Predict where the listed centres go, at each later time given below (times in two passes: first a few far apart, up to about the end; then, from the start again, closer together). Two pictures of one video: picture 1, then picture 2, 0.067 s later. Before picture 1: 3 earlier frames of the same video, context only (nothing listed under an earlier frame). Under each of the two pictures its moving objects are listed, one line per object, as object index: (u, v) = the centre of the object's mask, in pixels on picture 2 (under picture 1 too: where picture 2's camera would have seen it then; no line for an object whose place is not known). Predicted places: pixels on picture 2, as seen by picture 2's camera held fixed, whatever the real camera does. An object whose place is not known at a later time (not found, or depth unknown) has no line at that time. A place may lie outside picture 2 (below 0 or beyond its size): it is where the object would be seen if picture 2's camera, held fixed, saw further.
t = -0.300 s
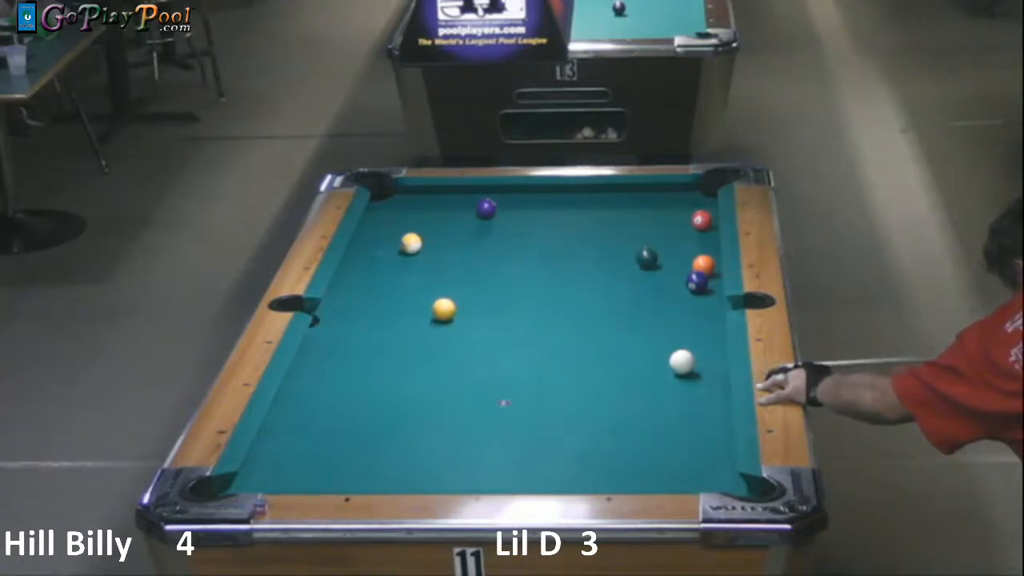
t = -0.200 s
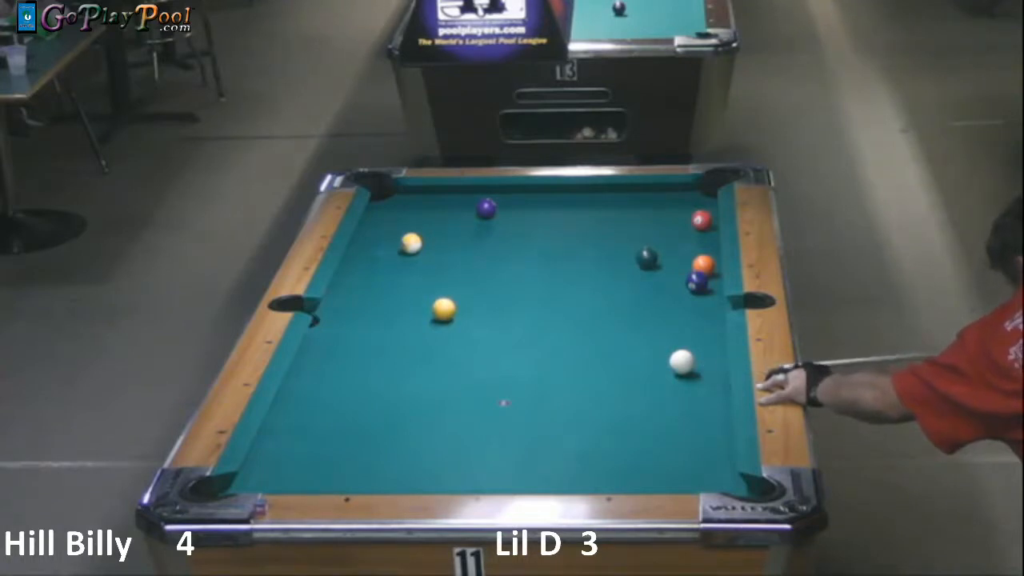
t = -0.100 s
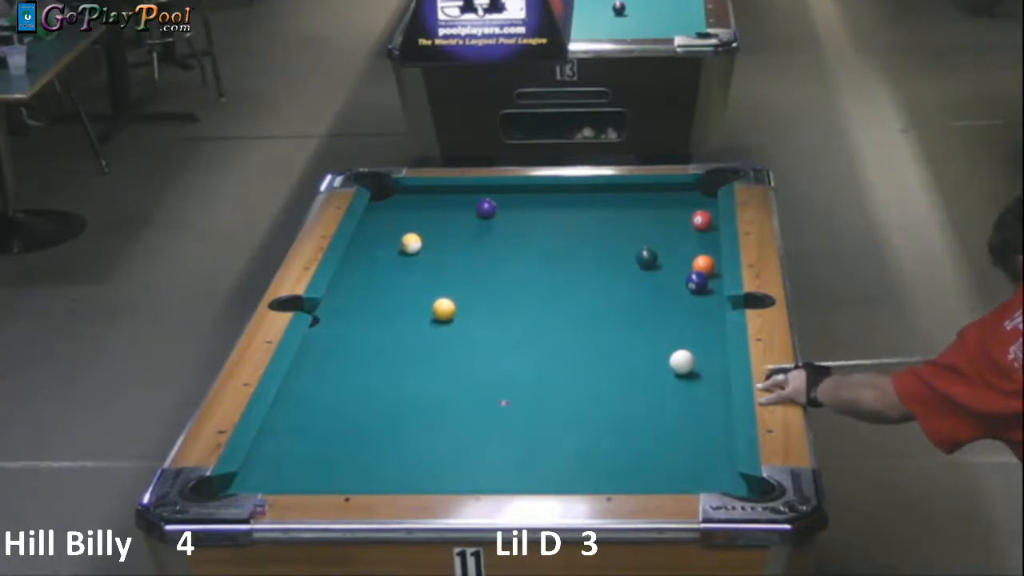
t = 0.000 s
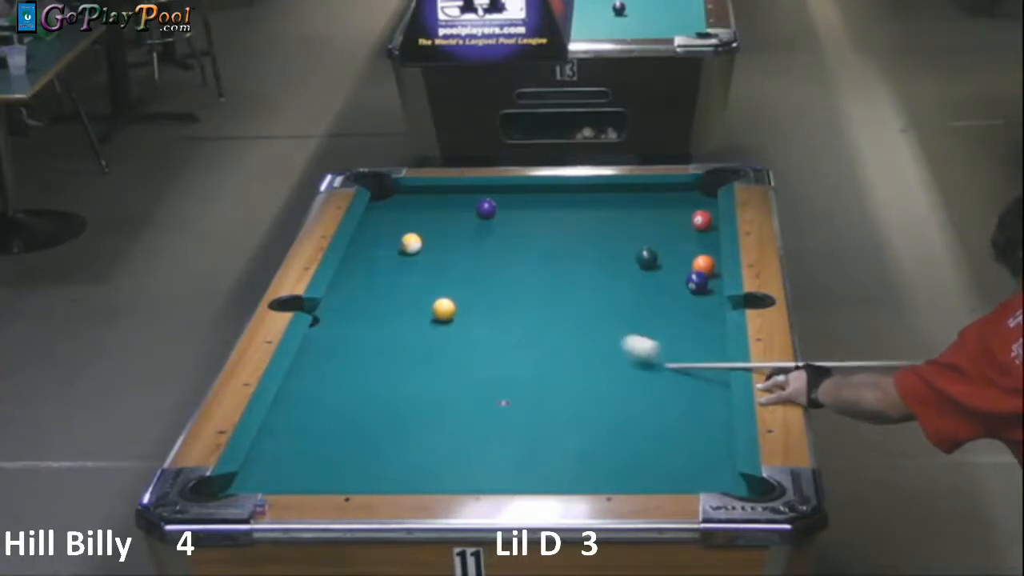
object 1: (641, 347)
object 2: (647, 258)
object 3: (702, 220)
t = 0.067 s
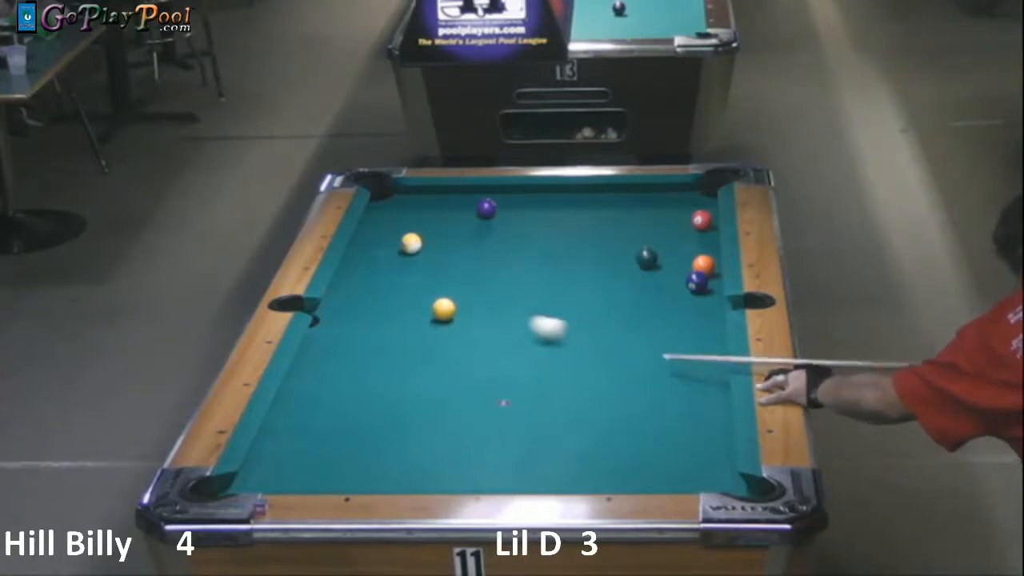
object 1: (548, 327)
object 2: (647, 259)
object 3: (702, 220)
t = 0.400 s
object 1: (494, 250)
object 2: (647, 259)
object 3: (702, 220)
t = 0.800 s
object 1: (565, 199)
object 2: (647, 259)
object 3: (702, 220)
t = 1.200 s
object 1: (645, 206)
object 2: (647, 259)
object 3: (702, 220)
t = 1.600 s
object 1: (672, 230)
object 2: (647, 259)
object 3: (694, 221)
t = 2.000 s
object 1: (652, 248)
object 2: (646, 262)
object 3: (677, 221)
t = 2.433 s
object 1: (638, 255)
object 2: (638, 277)
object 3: (661, 221)
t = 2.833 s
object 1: (630, 259)
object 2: (632, 291)
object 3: (650, 221)
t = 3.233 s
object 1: (623, 260)
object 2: (627, 302)
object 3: (643, 222)
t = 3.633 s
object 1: (619, 261)
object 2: (622, 316)
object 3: (639, 222)
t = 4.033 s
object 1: (618, 261)
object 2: (620, 328)
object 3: (638, 222)
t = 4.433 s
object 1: (618, 261)
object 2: (617, 337)
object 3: (637, 221)
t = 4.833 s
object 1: (618, 261)
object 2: (616, 345)
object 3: (637, 221)
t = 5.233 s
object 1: (618, 261)
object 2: (615, 352)
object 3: (637, 221)
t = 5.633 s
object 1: (618, 261)
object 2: (613, 356)
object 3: (638, 222)
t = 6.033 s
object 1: (618, 261)
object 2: (613, 358)
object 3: (638, 222)
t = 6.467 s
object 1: (618, 261)
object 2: (613, 359)
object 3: (637, 221)
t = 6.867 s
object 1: (618, 261)
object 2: (613, 359)
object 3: (637, 221)
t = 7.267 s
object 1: (618, 261)
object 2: (613, 359)
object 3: (637, 221)
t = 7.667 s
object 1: (618, 261)
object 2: (613, 359)
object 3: (637, 221)
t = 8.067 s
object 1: (618, 261)
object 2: (613, 359)
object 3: (637, 221)
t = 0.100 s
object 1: (506, 315)
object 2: (647, 259)
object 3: (702, 220)
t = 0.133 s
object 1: (469, 307)
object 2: (647, 259)
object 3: (702, 220)
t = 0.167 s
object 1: (469, 298)
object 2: (647, 259)
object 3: (702, 220)
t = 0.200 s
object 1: (471, 290)
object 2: (647, 259)
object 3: (702, 220)
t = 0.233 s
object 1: (473, 282)
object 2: (647, 259)
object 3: (702, 220)
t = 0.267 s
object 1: (476, 275)
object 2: (647, 259)
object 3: (702, 220)
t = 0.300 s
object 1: (480, 268)
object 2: (647, 259)
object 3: (702, 220)
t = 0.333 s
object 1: (484, 261)
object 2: (647, 259)
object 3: (702, 220)
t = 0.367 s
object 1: (489, 255)
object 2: (647, 259)
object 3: (702, 220)
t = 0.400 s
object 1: (494, 250)
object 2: (647, 259)
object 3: (702, 220)
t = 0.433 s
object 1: (499, 245)
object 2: (647, 259)
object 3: (702, 220)
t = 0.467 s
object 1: (505, 240)
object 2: (647, 259)
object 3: (702, 220)
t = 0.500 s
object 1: (512, 236)
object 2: (647, 259)
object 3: (702, 220)
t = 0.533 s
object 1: (518, 232)
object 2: (647, 258)
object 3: (702, 220)
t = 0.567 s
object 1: (524, 228)
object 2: (647, 258)
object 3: (702, 220)
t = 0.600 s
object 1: (530, 223)
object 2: (647, 258)
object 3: (702, 220)
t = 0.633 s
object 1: (536, 219)
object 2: (647, 259)
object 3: (702, 220)
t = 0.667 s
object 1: (542, 215)
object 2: (647, 259)
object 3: (702, 220)
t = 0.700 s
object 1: (548, 211)
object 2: (647, 259)
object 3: (702, 220)
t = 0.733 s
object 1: (553, 207)
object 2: (647, 259)
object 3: (702, 220)
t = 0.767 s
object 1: (559, 203)
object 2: (647, 259)
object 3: (702, 220)
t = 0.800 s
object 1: (565, 199)
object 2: (647, 259)
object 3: (702, 220)
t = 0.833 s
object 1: (570, 196)
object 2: (647, 259)
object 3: (702, 220)
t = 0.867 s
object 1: (576, 192)
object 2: (647, 259)
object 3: (702, 220)
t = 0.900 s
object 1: (581, 188)
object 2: (647, 259)
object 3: (702, 220)
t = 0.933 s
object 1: (587, 189)
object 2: (647, 259)
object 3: (702, 220)
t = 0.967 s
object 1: (594, 191)
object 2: (647, 259)
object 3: (702, 220)
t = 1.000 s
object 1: (602, 193)
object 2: (647, 259)
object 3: (702, 220)
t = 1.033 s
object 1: (609, 195)
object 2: (647, 259)
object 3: (702, 220)
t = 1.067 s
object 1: (616, 197)
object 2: (647, 259)
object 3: (702, 220)
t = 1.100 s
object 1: (623, 200)
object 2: (647, 259)
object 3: (702, 220)
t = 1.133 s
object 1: (630, 202)
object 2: (647, 259)
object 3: (702, 220)
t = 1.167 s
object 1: (637, 204)
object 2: (647, 259)
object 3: (702, 220)
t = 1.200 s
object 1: (645, 206)
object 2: (647, 259)
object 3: (702, 220)
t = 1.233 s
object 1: (652, 208)
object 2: (647, 260)
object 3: (702, 220)
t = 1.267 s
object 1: (659, 211)
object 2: (647, 259)
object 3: (702, 220)
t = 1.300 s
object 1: (666, 213)
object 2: (647, 259)
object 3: (702, 220)
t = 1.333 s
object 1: (673, 215)
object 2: (647, 259)
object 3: (702, 220)
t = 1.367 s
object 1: (680, 217)
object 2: (647, 259)
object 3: (702, 220)
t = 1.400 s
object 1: (680, 219)
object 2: (647, 259)
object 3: (708, 220)
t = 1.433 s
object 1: (680, 221)
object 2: (647, 259)
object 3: (706, 221)
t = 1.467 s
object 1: (680, 221)
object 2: (647, 259)
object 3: (704, 221)
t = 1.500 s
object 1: (678, 224)
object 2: (647, 259)
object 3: (700, 221)
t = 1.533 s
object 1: (676, 226)
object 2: (647, 259)
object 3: (698, 221)
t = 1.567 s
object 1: (674, 228)
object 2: (647, 259)
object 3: (696, 221)
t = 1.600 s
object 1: (672, 230)
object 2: (647, 259)
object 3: (694, 221)
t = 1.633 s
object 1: (670, 232)
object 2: (647, 259)
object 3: (693, 221)
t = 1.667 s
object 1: (668, 234)
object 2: (647, 259)
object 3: (692, 221)
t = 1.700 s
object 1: (666, 235)
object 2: (647, 259)
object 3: (691, 221)
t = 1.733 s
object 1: (664, 237)
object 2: (647, 259)
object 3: (689, 221)
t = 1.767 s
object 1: (663, 239)
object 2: (647, 259)
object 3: (687, 221)
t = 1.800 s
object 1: (661, 241)
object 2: (647, 259)
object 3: (685, 221)
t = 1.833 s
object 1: (659, 243)
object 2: (647, 259)
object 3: (684, 221)
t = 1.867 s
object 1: (658, 244)
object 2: (647, 259)
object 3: (683, 221)
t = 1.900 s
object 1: (656, 245)
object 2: (647, 259)
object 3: (681, 221)
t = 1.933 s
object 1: (655, 246)
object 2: (647, 259)
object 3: (680, 221)
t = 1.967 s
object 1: (653, 247)
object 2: (647, 260)
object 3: (678, 221)
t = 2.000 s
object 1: (652, 248)
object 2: (646, 262)
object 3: (677, 221)
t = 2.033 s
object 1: (651, 248)
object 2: (645, 263)
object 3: (676, 221)
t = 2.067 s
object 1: (650, 249)
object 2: (645, 264)
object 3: (674, 221)
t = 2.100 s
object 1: (649, 249)
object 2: (644, 266)
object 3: (673, 221)
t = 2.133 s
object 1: (647, 250)
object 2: (644, 266)
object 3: (671, 221)
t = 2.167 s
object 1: (646, 251)
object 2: (642, 267)
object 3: (670, 221)
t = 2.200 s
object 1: (645, 251)
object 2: (642, 269)
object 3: (669, 221)
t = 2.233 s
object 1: (644, 252)
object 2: (642, 270)
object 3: (668, 221)
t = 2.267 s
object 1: (643, 252)
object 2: (641, 271)
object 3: (666, 221)
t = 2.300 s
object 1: (642, 253)
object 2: (641, 273)
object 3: (665, 221)
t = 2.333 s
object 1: (641, 253)
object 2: (640, 273)
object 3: (664, 221)
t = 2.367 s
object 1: (640, 254)
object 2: (640, 274)
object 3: (663, 221)
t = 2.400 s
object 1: (639, 254)
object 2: (639, 275)
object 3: (663, 221)
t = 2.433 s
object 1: (638, 255)
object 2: (638, 277)
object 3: (661, 221)
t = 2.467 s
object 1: (638, 255)
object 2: (638, 277)
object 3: (660, 221)
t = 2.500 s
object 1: (637, 255)
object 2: (637, 278)
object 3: (659, 221)
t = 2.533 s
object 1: (636, 256)
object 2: (637, 279)
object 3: (657, 221)
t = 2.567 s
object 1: (635, 256)
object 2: (636, 281)
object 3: (657, 221)
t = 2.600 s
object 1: (635, 257)
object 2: (636, 283)
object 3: (656, 221)
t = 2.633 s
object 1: (634, 257)
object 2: (635, 285)
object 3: (655, 221)
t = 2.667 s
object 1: (633, 257)
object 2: (635, 286)
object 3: (654, 221)
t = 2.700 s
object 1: (632, 257)
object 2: (634, 287)
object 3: (653, 221)
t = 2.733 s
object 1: (632, 258)
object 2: (634, 288)
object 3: (653, 221)
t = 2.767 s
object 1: (631, 258)
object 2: (633, 289)
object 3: (651, 221)
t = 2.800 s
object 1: (631, 258)
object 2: (633, 290)
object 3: (651, 221)
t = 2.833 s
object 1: (630, 259)
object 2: (632, 291)
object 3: (650, 221)
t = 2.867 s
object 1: (629, 259)
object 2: (632, 291)
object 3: (649, 221)
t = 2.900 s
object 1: (629, 259)
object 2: (631, 292)
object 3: (649, 221)
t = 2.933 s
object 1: (628, 259)
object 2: (631, 292)
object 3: (648, 221)
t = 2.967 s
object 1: (627, 259)
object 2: (630, 294)
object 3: (647, 221)
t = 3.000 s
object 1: (627, 259)
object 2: (630, 297)
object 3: (646, 221)
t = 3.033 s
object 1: (626, 260)
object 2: (630, 296)
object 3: (646, 221)
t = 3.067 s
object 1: (626, 260)
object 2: (629, 297)
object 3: (645, 222)
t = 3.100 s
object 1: (625, 260)
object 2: (629, 299)
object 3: (644, 222)
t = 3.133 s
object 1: (625, 260)
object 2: (628, 300)
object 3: (644, 222)
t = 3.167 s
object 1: (624, 260)
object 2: (628, 301)
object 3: (643, 222)
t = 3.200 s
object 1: (623, 260)
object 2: (627, 303)
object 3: (643, 222)
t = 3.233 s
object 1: (623, 260)
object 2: (627, 302)
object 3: (643, 222)
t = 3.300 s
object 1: (622, 260)
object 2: (626, 304)
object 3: (642, 222)
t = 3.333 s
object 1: (622, 260)
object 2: (626, 307)
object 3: (642, 222)
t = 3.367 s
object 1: (621, 260)
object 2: (625, 309)
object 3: (641, 222)
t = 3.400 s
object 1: (621, 261)
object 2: (625, 306)
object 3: (641, 222)
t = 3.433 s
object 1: (620, 261)
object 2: (625, 310)
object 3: (640, 222)
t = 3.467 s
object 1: (620, 261)
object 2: (624, 312)
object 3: (640, 222)
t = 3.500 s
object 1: (620, 261)
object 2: (624, 313)
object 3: (640, 222)
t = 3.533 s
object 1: (619, 261)
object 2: (623, 314)
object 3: (640, 222)
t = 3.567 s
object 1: (619, 261)
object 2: (623, 315)
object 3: (639, 222)
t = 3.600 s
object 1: (619, 261)
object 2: (622, 316)
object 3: (639, 222)
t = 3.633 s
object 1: (619, 261)
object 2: (622, 316)
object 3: (639, 222)
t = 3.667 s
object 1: (618, 261)
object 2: (622, 317)
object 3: (639, 222)
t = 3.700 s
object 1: (618, 261)
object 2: (622, 318)
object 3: (639, 222)
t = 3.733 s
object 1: (618, 261)
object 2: (621, 320)
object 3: (638, 222)
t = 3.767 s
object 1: (618, 261)
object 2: (621, 320)
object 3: (638, 222)
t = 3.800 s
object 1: (618, 261)
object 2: (621, 321)
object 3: (638, 222)
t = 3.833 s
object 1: (618, 261)
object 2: (621, 322)
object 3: (638, 222)
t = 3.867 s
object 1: (618, 261)
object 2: (620, 322)
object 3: (638, 222)
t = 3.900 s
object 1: (618, 261)
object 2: (620, 323)
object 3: (638, 222)
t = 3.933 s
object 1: (618, 261)
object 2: (620, 325)
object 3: (638, 222)
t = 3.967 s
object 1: (618, 261)
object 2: (620, 326)
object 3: (638, 222)
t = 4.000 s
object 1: (618, 261)
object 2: (620, 327)
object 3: (638, 222)
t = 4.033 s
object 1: (618, 261)
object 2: (620, 328)
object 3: (638, 222)
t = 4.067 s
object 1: (618, 261)
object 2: (619, 329)
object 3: (638, 222)
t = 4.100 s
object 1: (618, 261)
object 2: (619, 329)
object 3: (638, 222)
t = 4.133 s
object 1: (618, 261)
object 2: (619, 330)
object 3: (638, 222)
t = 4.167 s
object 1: (618, 261)
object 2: (618, 331)
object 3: (638, 222)
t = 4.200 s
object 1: (618, 261)
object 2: (618, 332)
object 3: (638, 222)
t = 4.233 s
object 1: (618, 261)
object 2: (618, 333)
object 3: (638, 222)
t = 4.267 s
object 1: (618, 261)
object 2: (618, 333)
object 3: (637, 221)
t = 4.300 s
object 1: (618, 261)
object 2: (618, 334)
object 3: (637, 221)
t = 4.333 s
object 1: (618, 261)
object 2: (617, 335)
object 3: (637, 221)
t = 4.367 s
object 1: (618, 261)
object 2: (617, 336)
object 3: (637, 221)
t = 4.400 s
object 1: (618, 261)
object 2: (617, 337)
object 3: (637, 221)
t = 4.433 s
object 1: (618, 261)
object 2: (617, 337)
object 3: (637, 221)
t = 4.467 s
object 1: (618, 261)
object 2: (617, 338)
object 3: (637, 221)
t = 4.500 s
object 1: (618, 261)
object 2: (617, 339)
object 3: (637, 221)
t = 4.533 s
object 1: (618, 261)
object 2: (617, 339)
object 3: (637, 221)
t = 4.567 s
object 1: (618, 261)
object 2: (617, 341)
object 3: (637, 221)
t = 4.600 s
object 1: (618, 261)
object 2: (617, 341)
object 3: (637, 221)
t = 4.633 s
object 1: (618, 261)
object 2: (617, 342)
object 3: (637, 221)
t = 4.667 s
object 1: (618, 261)
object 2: (617, 342)
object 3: (637, 221)
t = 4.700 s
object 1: (618, 261)
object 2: (617, 343)
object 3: (637, 221)
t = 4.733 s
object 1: (618, 261)
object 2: (617, 343)
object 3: (637, 221)
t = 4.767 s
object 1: (618, 261)
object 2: (617, 344)
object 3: (637, 221)
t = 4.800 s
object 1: (618, 261)
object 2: (616, 344)
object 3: (637, 221)
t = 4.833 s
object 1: (618, 261)
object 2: (616, 345)
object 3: (637, 221)
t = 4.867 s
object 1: (618, 261)
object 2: (616, 346)
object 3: (637, 221)
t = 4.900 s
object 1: (618, 261)
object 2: (616, 346)
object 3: (637, 221)
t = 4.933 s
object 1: (618, 261)
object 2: (616, 347)
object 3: (637, 221)
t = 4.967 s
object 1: (618, 261)
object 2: (616, 348)
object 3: (637, 221)
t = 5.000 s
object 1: (618, 261)
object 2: (616, 348)
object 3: (637, 221)
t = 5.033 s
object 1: (618, 261)
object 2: (616, 349)
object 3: (637, 221)
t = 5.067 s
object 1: (618, 261)
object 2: (616, 349)
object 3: (637, 221)
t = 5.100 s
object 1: (618, 261)
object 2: (616, 350)
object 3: (637, 221)
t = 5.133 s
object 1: (618, 261)
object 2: (616, 350)
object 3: (637, 221)
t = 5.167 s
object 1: (618, 261)
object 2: (616, 351)
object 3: (637, 221)
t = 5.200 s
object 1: (618, 261)
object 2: (616, 351)
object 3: (637, 221)
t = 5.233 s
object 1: (618, 261)
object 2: (615, 352)
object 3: (637, 221)
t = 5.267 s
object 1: (618, 261)
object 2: (615, 352)
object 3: (637, 221)
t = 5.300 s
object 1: (618, 261)
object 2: (615, 352)
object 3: (637, 221)
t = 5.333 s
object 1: (618, 261)
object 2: (615, 352)
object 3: (638, 221)
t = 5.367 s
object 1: (618, 261)
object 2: (614, 352)
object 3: (638, 221)
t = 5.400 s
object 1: (618, 261)
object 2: (614, 354)
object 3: (638, 221)
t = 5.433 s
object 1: (618, 261)
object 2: (614, 353)
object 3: (638, 221)
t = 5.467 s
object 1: (618, 261)
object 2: (614, 354)
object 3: (638, 221)
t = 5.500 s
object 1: (618, 261)
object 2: (614, 355)
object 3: (638, 221)
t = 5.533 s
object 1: (618, 261)
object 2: (613, 354)
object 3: (638, 221)
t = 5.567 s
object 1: (618, 261)
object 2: (613, 355)
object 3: (638, 221)
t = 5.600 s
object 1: (618, 261)
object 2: (613, 355)
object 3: (638, 222)
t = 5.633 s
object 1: (618, 261)
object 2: (613, 356)
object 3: (638, 222)
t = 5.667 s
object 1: (618, 261)
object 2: (613, 356)
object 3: (638, 222)
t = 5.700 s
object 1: (618, 261)
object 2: (613, 356)
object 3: (638, 222)
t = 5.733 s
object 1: (618, 261)
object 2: (613, 357)
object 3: (638, 221)
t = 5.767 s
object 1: (618, 261)
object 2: (613, 357)
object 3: (638, 222)
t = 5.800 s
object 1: (618, 261)
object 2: (613, 357)
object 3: (638, 221)
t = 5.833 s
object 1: (618, 261)
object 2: (613, 357)
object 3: (638, 222)
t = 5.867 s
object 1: (618, 261)
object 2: (613, 357)
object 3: (638, 222)
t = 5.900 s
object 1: (618, 261)
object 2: (613, 357)
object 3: (638, 222)
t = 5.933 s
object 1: (618, 261)
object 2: (613, 358)
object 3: (638, 222)
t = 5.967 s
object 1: (618, 261)
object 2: (613, 358)
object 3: (638, 222)
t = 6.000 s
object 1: (618, 261)
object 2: (613, 358)
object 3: (638, 222)
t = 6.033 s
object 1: (618, 261)
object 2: (613, 358)
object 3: (638, 222)
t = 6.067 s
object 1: (618, 261)
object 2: (613, 358)
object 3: (638, 222)
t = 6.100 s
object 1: (618, 261)
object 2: (613, 358)
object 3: (638, 222)
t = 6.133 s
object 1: (618, 261)
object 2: (613, 359)
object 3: (638, 222)
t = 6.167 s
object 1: (618, 261)
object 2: (613, 359)
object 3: (638, 222)
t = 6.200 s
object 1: (618, 261)
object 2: (613, 359)
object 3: (638, 222)
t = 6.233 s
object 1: (618, 261)
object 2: (613, 359)
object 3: (638, 222)
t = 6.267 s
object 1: (618, 261)
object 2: (613, 359)
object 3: (638, 222)
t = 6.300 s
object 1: (618, 261)
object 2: (613, 359)
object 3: (638, 222)
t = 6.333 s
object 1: (618, 261)
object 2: (613, 359)
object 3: (638, 221)
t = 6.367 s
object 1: (618, 261)
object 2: (613, 359)
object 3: (638, 221)
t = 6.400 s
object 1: (618, 261)
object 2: (613, 359)
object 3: (637, 221)
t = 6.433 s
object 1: (618, 261)
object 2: (613, 359)
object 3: (637, 221)
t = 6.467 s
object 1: (618, 261)
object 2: (613, 359)
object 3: (637, 221)
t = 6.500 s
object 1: (618, 261)
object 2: (613, 359)
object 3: (637, 221)
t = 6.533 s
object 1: (618, 261)
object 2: (613, 359)
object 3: (637, 221)
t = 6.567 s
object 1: (618, 261)
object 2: (613, 359)
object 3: (637, 221)
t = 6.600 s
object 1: (618, 261)
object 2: (613, 359)
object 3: (637, 221)
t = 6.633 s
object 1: (618, 261)
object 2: (613, 359)
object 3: (637, 221)
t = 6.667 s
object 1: (618, 261)
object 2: (613, 359)
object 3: (637, 221)
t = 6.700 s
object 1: (618, 261)
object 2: (613, 359)
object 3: (637, 221)
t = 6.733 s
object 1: (618, 261)
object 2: (613, 359)
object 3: (637, 221)
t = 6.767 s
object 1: (618, 261)
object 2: (613, 359)
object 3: (637, 221)
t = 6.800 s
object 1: (618, 261)
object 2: (613, 359)
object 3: (637, 221)
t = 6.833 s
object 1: (618, 261)
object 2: (613, 359)
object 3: (637, 221)
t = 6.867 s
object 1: (618, 261)
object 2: (613, 359)
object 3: (637, 221)
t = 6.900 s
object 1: (618, 261)
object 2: (613, 359)
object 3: (637, 221)
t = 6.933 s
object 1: (618, 261)
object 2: (613, 359)
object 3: (638, 221)
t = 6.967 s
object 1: (618, 261)
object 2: (613, 359)
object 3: (637, 221)
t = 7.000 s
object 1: (618, 261)
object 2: (613, 359)
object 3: (637, 221)
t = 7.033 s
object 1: (618, 261)
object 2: (613, 359)
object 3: (637, 221)
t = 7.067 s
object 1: (618, 261)
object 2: (613, 359)
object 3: (637, 221)
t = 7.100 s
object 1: (618, 261)
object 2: (613, 359)
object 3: (637, 221)
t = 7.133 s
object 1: (618, 261)
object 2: (613, 359)
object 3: (637, 221)
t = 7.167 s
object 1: (618, 261)
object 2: (613, 359)
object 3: (638, 221)
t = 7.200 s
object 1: (618, 261)
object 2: (613, 359)
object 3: (637, 221)
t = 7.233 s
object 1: (618, 261)
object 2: (613, 359)
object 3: (637, 221)
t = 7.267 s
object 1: (618, 261)
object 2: (613, 359)
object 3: (637, 221)
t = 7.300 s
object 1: (618, 261)
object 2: (613, 359)
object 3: (637, 221)
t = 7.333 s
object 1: (618, 261)
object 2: (613, 359)
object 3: (637, 221)
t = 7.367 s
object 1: (618, 261)
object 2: (613, 359)
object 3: (637, 221)
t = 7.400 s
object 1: (618, 261)
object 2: (613, 359)
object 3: (637, 221)
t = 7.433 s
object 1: (618, 261)
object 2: (613, 359)
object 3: (637, 221)
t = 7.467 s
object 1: (618, 261)
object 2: (613, 359)
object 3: (637, 221)
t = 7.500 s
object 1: (618, 261)
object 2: (613, 359)
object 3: (637, 221)
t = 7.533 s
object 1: (618, 261)
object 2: (613, 359)
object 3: (637, 221)
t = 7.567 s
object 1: (618, 261)
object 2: (613, 359)
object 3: (637, 221)
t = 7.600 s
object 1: (618, 261)
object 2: (613, 359)
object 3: (637, 221)
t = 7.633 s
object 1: (618, 261)
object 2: (613, 359)
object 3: (637, 221)
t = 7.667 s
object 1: (618, 261)
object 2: (613, 359)
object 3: (637, 221)
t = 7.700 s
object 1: (618, 261)
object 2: (613, 359)
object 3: (637, 221)
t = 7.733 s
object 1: (618, 261)
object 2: (613, 359)
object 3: (637, 221)
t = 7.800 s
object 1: (618, 261)
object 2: (613, 359)
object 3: (637, 221)
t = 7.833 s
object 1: (618, 261)
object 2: (613, 359)
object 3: (637, 221)
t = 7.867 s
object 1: (618, 261)
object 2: (613, 359)
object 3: (637, 221)
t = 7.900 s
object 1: (618, 261)
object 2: (613, 359)
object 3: (637, 221)
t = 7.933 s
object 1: (618, 261)
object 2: (613, 359)
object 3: (637, 221)
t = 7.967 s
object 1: (618, 261)
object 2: (613, 359)
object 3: (637, 221)
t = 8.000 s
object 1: (618, 261)
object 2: (613, 359)
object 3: (637, 221)
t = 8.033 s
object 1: (618, 261)
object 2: (613, 359)
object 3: (637, 221)
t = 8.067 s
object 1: (618, 261)
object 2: (613, 359)
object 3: (637, 221)
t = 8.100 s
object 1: (618, 261)
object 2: (613, 359)
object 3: (637, 221)
